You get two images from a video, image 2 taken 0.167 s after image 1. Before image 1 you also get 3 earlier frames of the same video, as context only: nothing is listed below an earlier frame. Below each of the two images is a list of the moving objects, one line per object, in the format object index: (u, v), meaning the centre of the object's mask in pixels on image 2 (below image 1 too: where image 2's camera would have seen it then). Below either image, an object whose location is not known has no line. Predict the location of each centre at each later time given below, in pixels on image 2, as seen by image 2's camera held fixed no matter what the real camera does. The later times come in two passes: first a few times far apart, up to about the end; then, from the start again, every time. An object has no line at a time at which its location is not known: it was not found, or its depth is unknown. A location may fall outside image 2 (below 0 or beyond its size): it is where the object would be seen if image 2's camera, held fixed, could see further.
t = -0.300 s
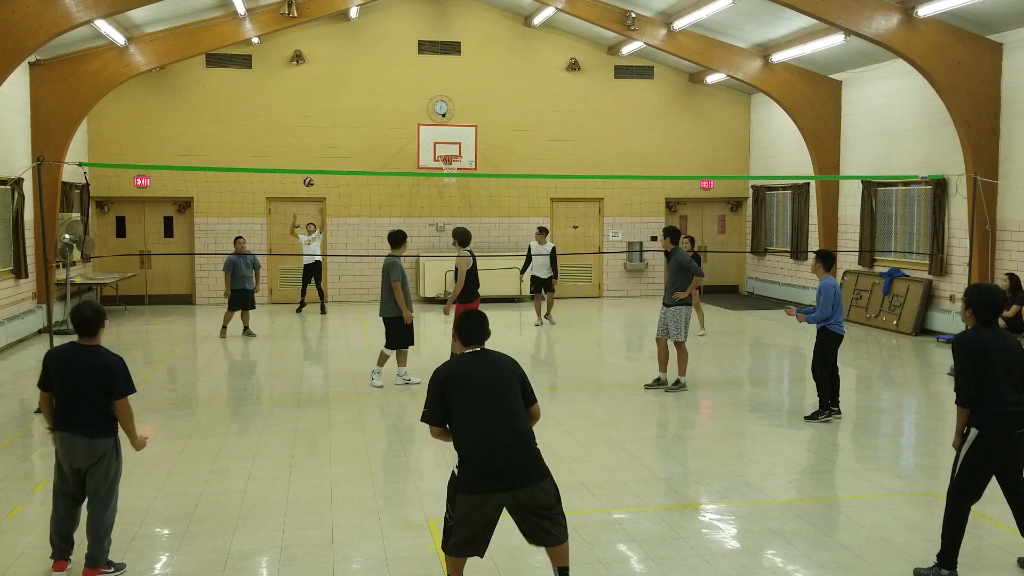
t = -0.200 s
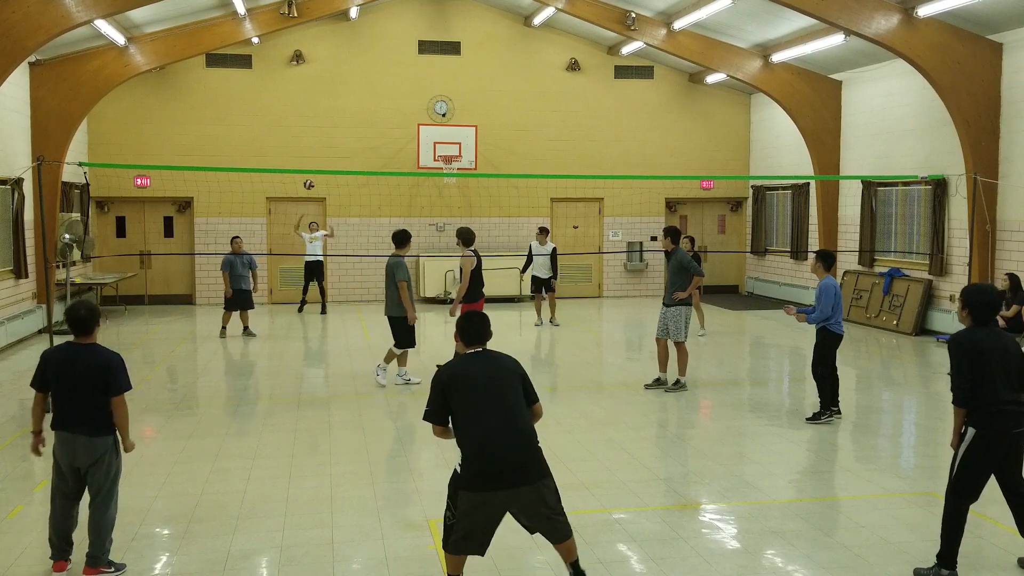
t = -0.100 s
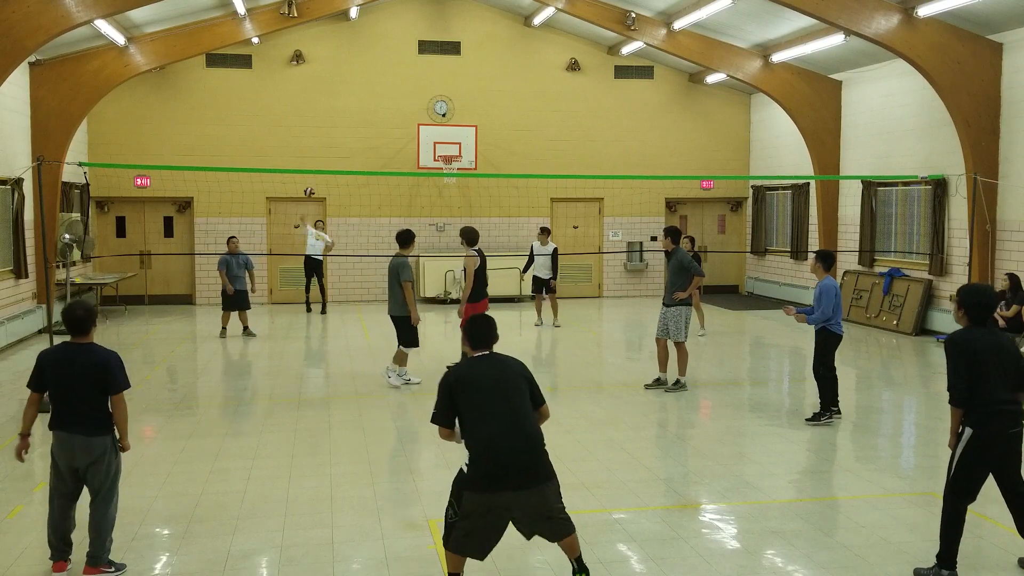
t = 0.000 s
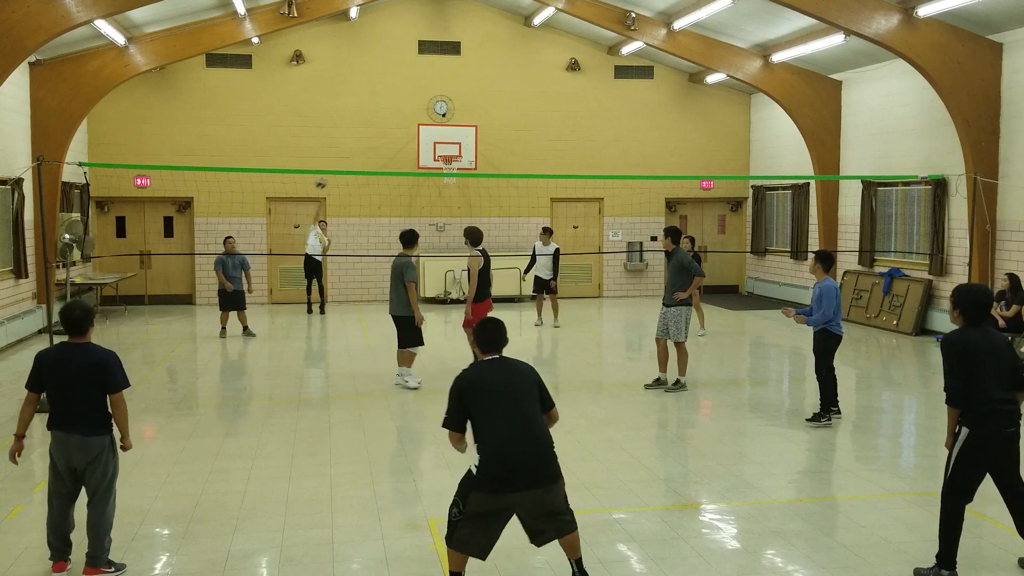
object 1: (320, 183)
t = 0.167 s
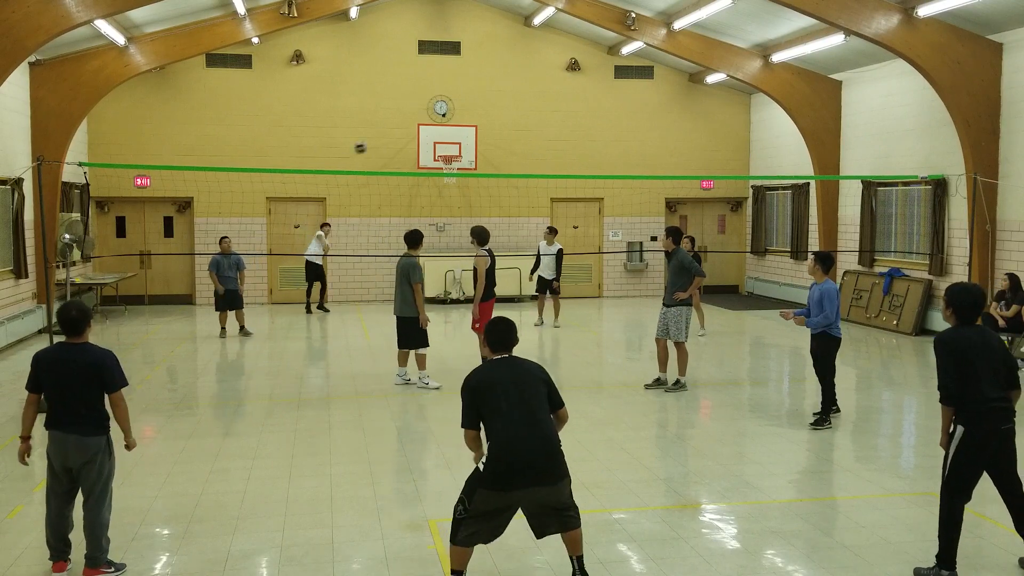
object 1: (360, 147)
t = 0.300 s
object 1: (398, 127)
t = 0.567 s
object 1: (503, 117)
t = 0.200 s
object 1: (369, 142)
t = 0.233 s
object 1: (378, 136)
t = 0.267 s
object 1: (387, 132)
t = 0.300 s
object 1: (398, 127)
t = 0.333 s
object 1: (408, 123)
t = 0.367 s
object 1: (419, 120)
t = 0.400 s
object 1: (432, 118)
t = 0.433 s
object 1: (444, 116)
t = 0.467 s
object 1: (458, 115)
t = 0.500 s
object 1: (472, 115)
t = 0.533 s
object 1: (487, 116)
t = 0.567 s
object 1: (503, 117)
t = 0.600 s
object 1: (520, 119)
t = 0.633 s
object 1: (536, 123)
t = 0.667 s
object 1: (554, 128)
